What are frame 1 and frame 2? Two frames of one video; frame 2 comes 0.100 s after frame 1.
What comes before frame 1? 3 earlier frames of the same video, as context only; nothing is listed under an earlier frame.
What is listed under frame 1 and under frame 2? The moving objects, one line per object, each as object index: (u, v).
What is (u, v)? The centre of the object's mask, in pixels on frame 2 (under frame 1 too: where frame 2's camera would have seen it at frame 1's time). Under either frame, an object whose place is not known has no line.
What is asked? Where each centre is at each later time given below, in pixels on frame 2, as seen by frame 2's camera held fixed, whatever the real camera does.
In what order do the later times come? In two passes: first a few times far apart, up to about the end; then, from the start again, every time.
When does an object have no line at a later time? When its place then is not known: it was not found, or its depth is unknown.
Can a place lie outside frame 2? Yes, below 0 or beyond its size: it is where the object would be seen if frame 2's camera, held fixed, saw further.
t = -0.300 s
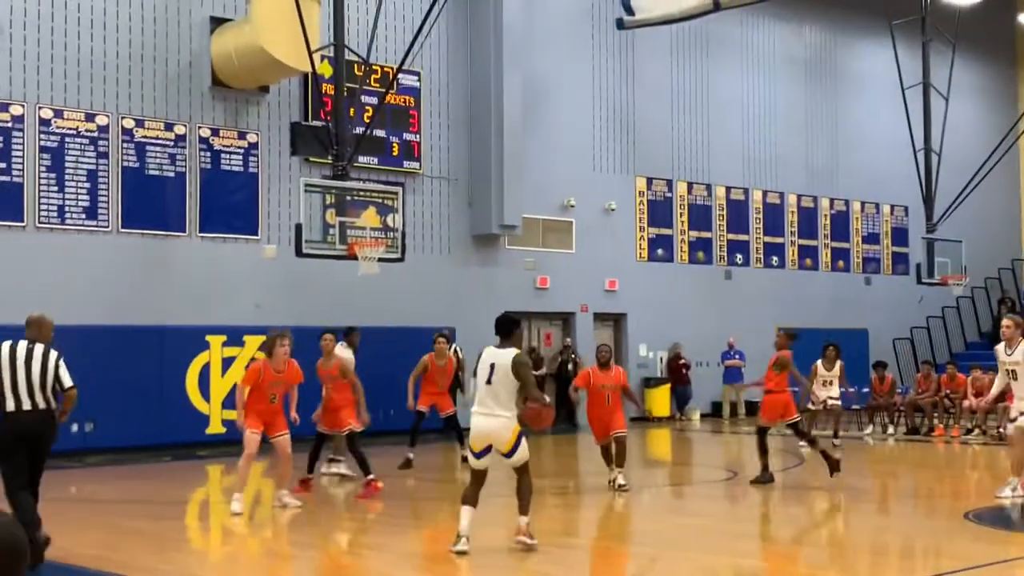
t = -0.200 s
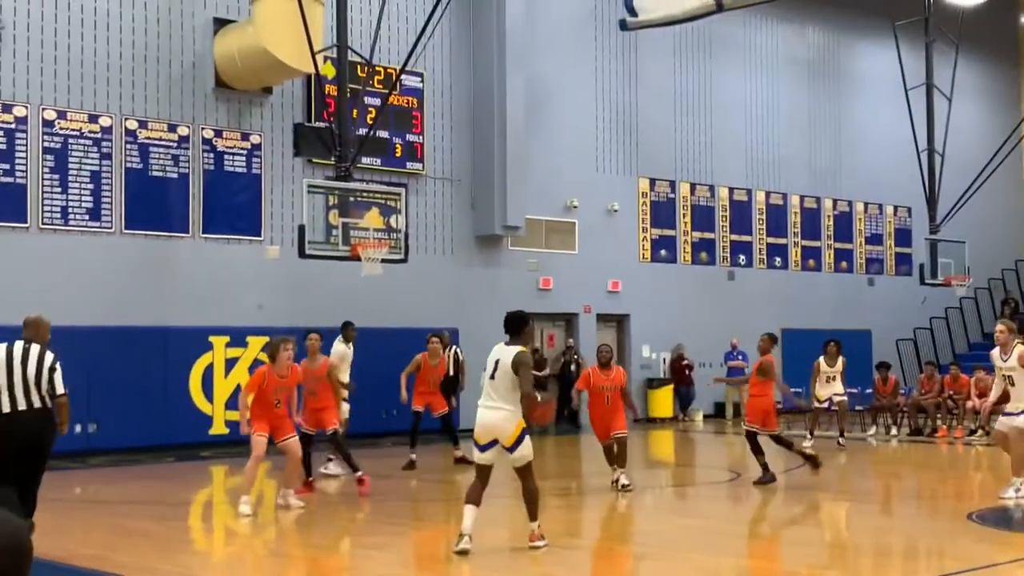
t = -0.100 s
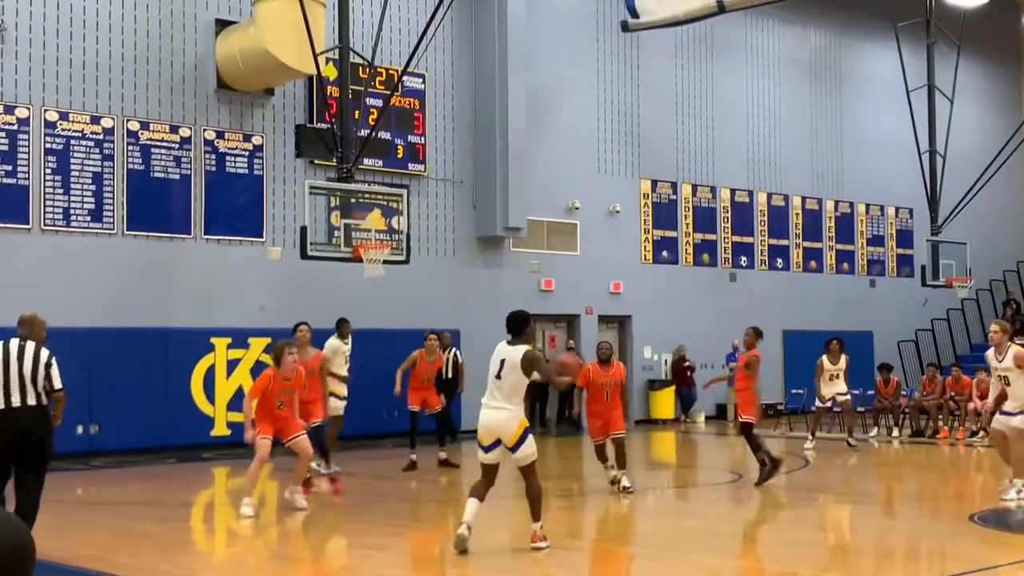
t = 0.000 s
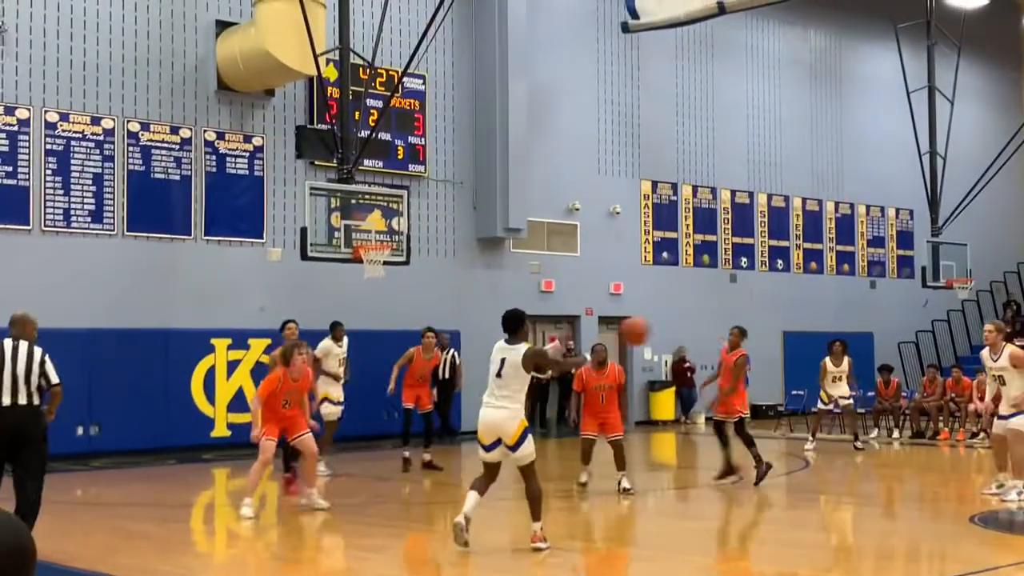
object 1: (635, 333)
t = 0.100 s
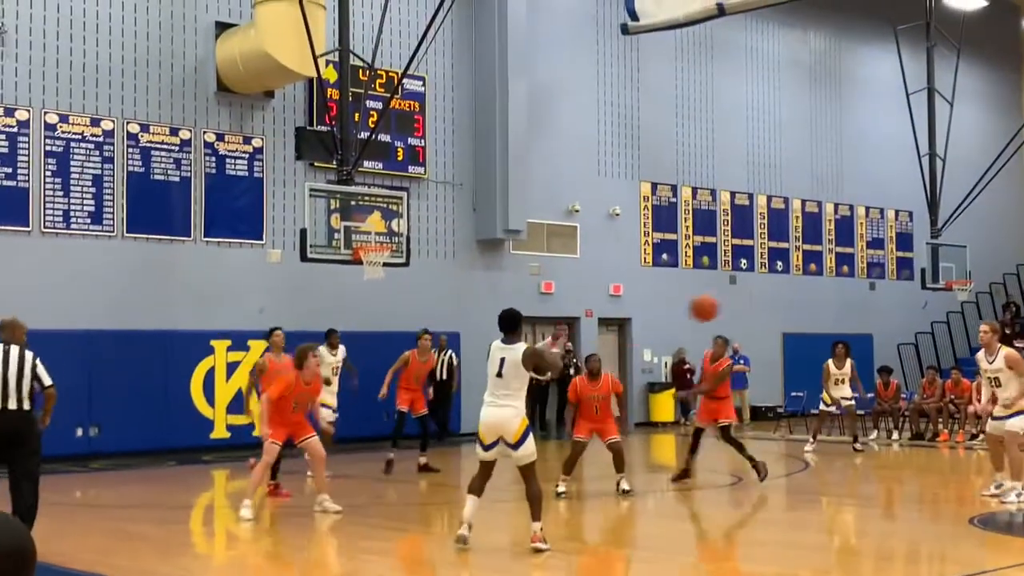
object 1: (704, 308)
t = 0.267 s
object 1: (807, 293)
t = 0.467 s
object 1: (912, 312)
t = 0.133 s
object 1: (726, 303)
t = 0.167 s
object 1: (747, 298)
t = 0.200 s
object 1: (767, 296)
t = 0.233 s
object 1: (788, 294)
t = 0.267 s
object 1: (807, 293)
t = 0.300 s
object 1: (826, 293)
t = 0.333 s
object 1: (844, 295)
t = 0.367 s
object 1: (862, 298)
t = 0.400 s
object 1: (880, 302)
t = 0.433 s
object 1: (896, 307)
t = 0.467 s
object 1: (912, 312)
